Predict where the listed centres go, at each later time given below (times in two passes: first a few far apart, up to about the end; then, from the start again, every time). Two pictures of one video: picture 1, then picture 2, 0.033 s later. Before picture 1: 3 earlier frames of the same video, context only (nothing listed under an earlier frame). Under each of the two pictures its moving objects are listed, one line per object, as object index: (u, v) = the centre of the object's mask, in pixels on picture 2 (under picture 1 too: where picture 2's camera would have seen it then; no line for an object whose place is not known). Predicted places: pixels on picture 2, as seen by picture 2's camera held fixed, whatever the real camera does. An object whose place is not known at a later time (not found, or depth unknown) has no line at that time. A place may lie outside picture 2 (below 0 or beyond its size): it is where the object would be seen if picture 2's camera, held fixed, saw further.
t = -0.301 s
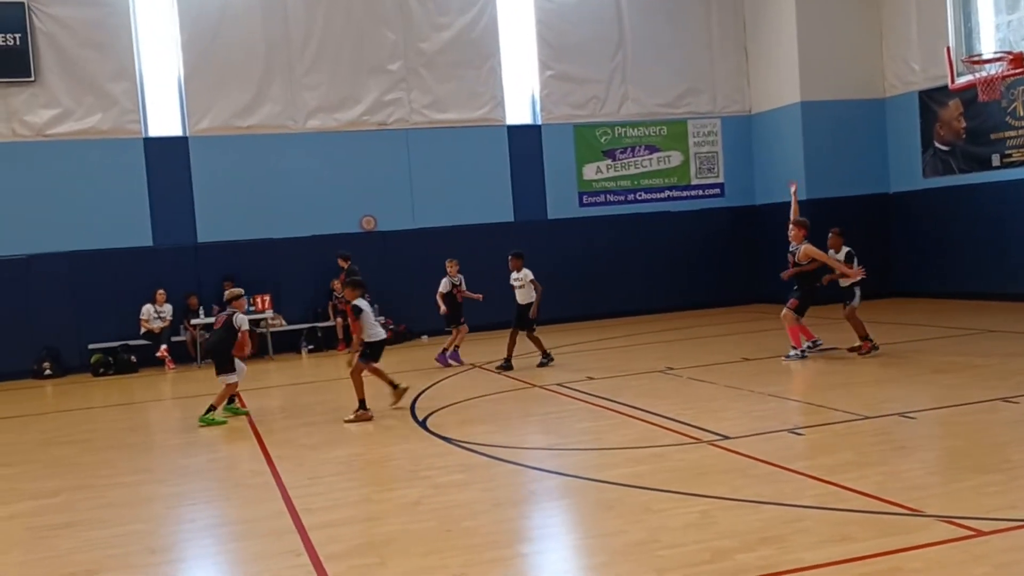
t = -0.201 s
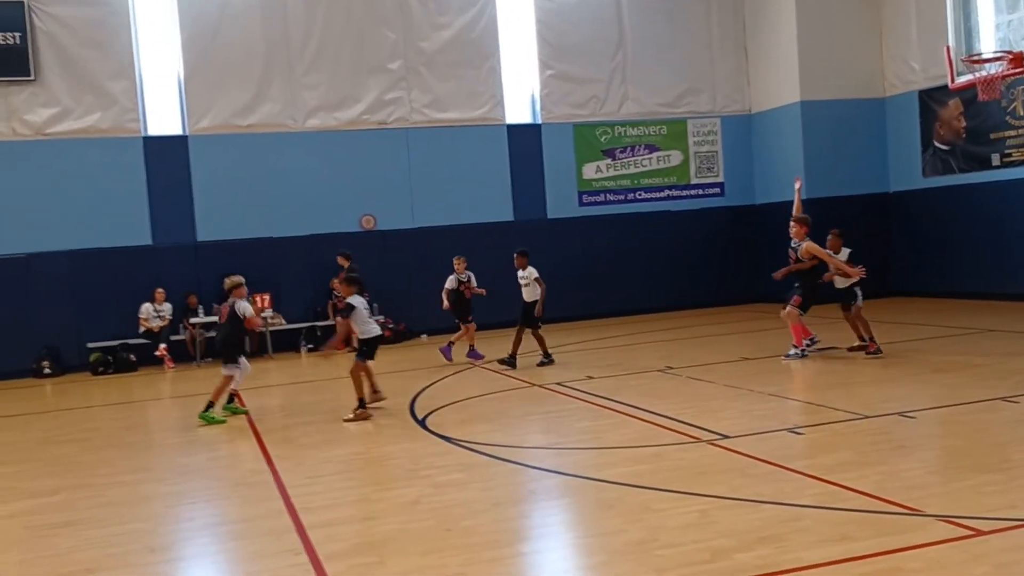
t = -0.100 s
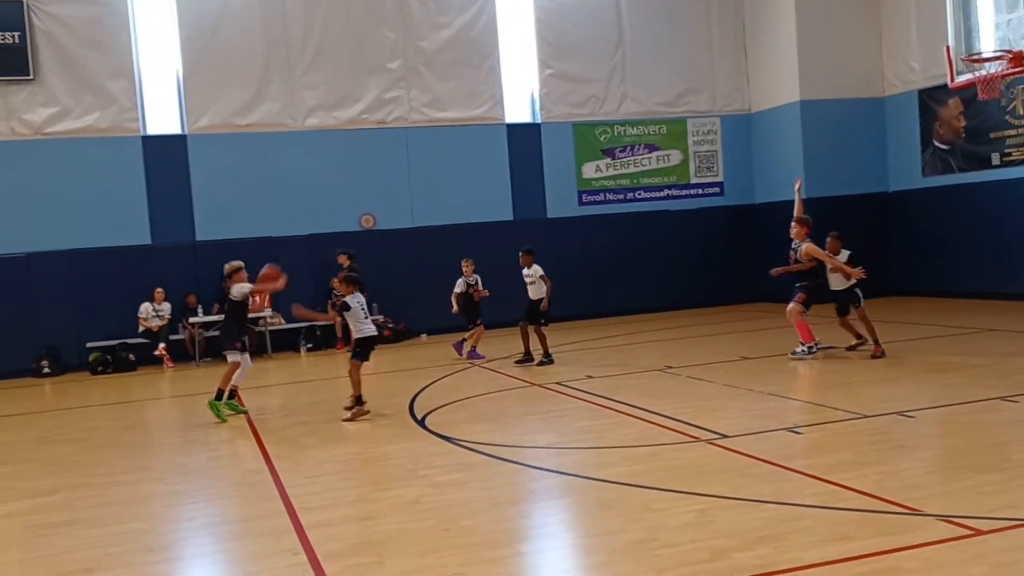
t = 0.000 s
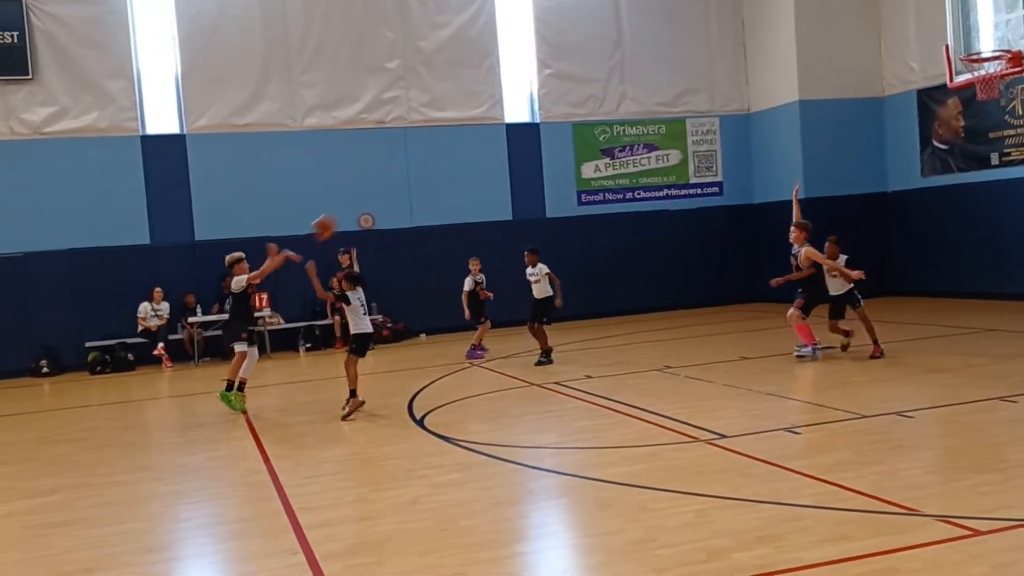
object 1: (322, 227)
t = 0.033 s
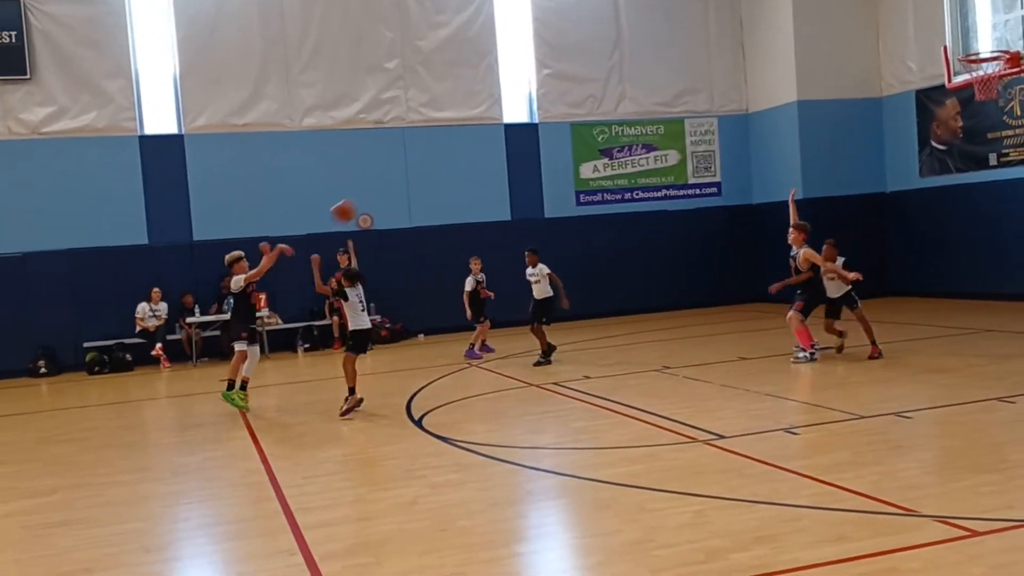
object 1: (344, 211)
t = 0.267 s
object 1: (490, 138)
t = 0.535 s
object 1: (646, 116)
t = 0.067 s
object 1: (365, 198)
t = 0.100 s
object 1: (386, 185)
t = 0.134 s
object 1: (407, 173)
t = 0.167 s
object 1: (428, 163)
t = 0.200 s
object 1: (449, 154)
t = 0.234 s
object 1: (469, 145)
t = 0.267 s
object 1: (490, 138)
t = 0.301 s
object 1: (510, 132)
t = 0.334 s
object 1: (530, 127)
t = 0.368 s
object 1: (550, 123)
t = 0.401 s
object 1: (569, 119)
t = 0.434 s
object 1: (588, 117)
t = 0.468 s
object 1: (607, 115)
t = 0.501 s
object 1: (627, 115)
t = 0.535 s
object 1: (646, 116)
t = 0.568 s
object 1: (665, 117)
